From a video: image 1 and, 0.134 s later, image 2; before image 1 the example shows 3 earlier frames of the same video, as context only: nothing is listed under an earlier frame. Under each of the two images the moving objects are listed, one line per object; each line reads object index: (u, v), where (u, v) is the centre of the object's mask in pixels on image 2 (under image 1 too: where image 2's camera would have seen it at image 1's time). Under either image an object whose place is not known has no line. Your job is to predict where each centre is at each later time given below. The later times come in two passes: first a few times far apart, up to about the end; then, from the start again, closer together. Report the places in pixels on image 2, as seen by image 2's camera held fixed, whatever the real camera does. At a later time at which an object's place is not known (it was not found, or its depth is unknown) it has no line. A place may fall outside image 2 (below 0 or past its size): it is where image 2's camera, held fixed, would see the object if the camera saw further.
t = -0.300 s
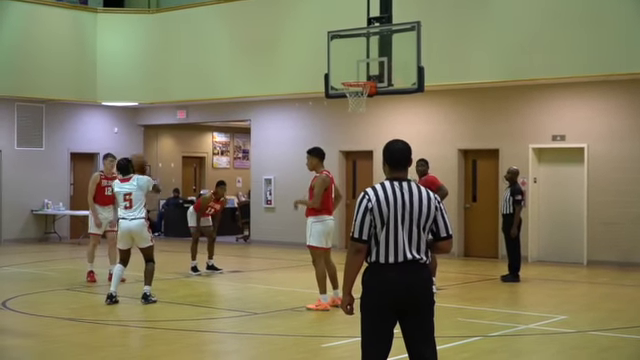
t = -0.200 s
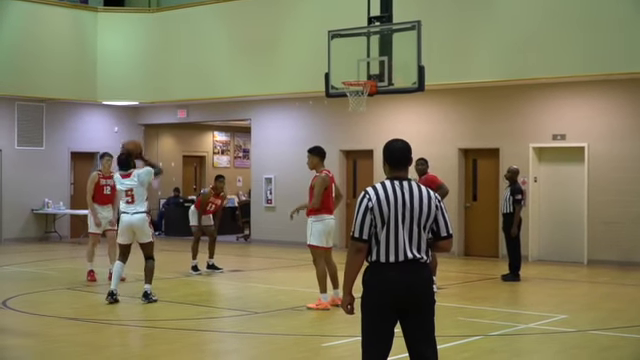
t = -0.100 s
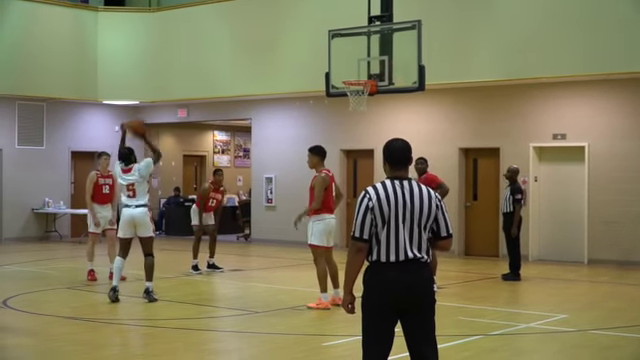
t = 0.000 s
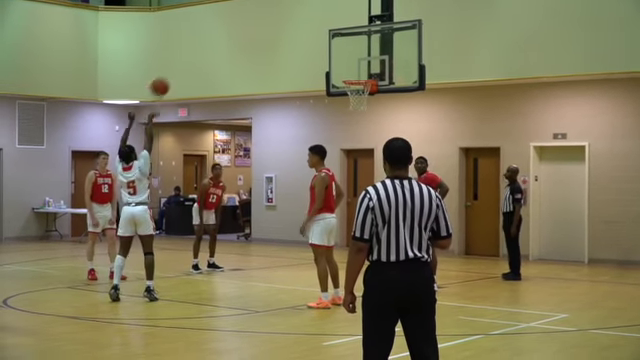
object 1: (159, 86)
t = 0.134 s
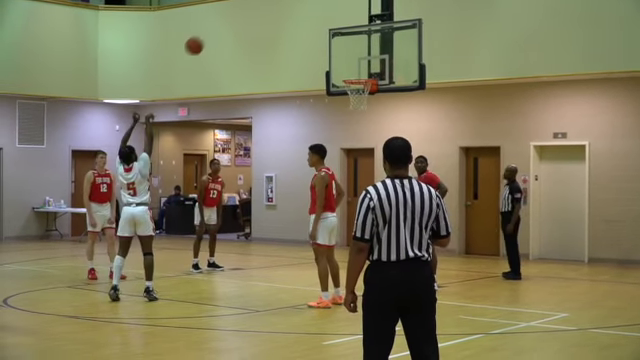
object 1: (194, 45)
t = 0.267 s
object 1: (226, 20)
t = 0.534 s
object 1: (285, 9)
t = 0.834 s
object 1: (341, 53)
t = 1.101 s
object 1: (370, 103)
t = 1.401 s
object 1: (377, 167)
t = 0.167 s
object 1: (202, 38)
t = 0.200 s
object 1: (210, 31)
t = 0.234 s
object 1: (218, 25)
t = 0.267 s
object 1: (226, 20)
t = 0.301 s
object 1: (234, 16)
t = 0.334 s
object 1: (241, 13)
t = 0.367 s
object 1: (249, 10)
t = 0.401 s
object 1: (256, 8)
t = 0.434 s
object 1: (264, 8)
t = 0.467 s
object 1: (271, 8)
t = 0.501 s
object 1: (278, 8)
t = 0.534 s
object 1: (285, 9)
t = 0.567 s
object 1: (292, 12)
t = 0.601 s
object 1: (298, 14)
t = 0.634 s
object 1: (305, 18)
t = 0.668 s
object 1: (311, 22)
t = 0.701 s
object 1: (317, 27)
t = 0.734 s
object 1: (323, 32)
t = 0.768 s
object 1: (329, 39)
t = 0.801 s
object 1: (335, 46)
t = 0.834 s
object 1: (341, 53)
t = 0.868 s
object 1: (347, 60)
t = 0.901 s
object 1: (352, 69)
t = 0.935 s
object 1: (358, 75)
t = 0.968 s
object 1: (363, 85)
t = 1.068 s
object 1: (369, 101)
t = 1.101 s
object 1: (370, 103)
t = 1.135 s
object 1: (371, 108)
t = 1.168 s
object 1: (371, 113)
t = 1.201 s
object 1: (372, 118)
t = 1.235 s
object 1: (373, 125)
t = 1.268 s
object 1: (374, 131)
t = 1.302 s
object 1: (374, 139)
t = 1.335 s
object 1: (375, 147)
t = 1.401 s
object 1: (377, 167)
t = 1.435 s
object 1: (379, 175)
